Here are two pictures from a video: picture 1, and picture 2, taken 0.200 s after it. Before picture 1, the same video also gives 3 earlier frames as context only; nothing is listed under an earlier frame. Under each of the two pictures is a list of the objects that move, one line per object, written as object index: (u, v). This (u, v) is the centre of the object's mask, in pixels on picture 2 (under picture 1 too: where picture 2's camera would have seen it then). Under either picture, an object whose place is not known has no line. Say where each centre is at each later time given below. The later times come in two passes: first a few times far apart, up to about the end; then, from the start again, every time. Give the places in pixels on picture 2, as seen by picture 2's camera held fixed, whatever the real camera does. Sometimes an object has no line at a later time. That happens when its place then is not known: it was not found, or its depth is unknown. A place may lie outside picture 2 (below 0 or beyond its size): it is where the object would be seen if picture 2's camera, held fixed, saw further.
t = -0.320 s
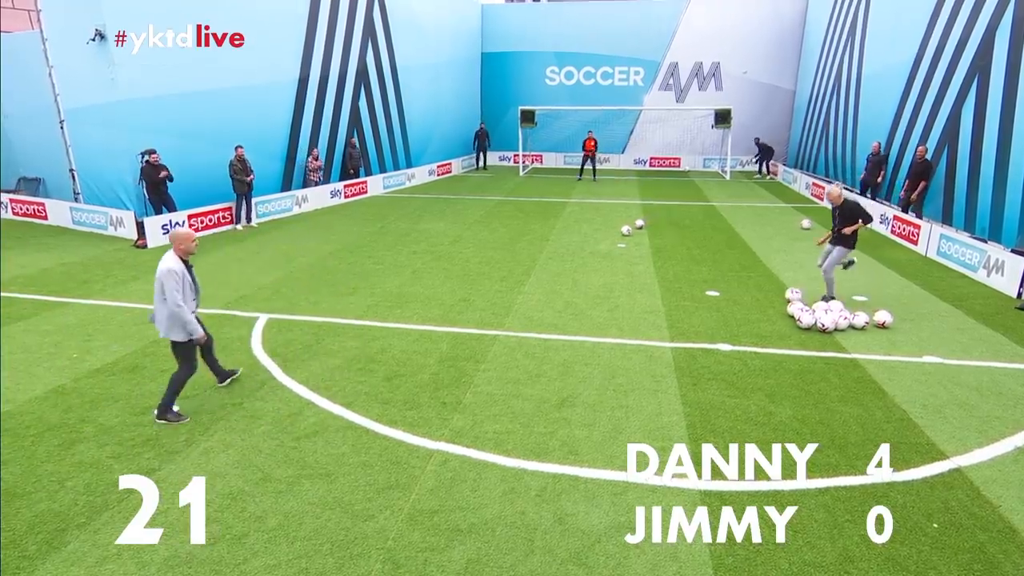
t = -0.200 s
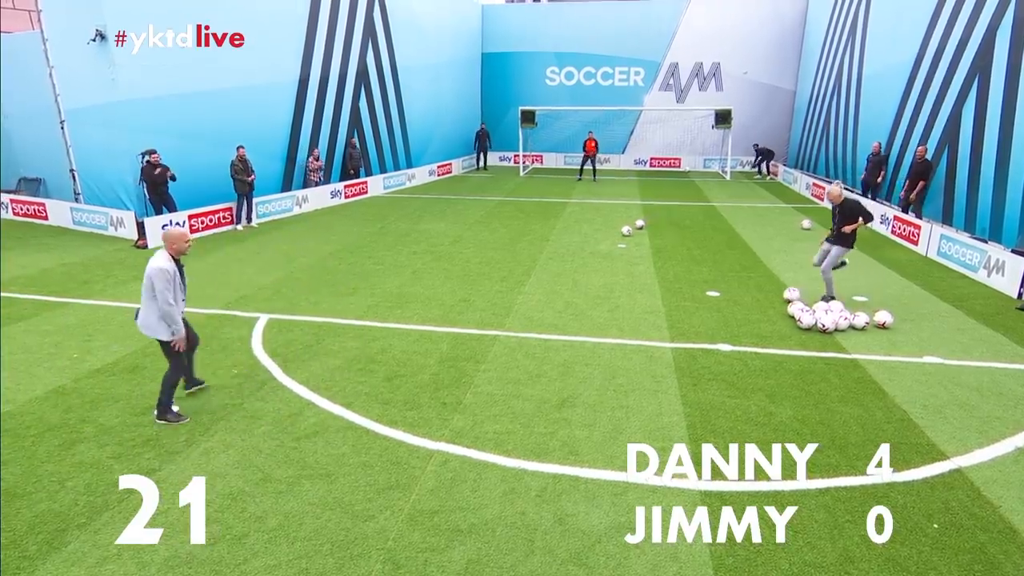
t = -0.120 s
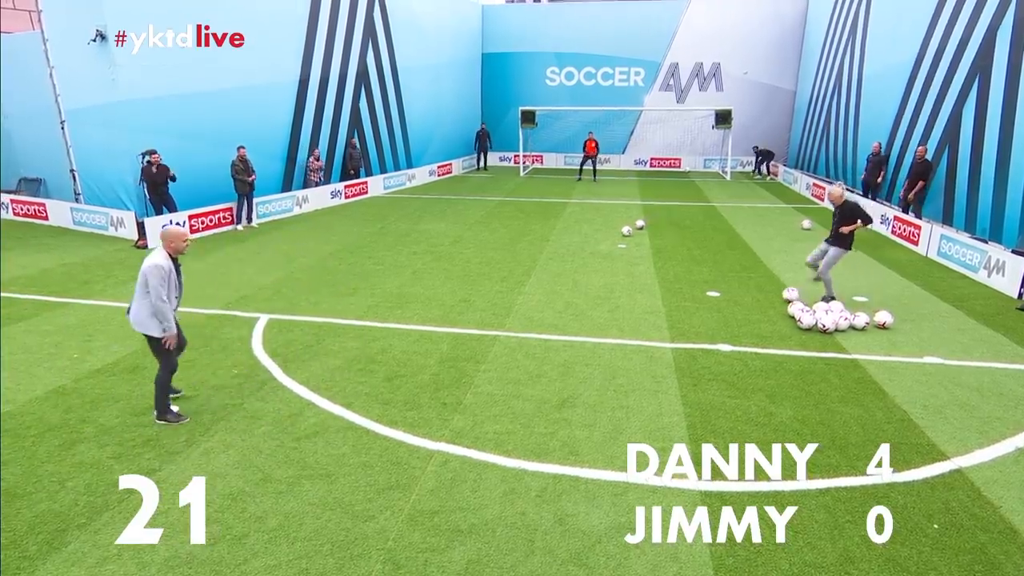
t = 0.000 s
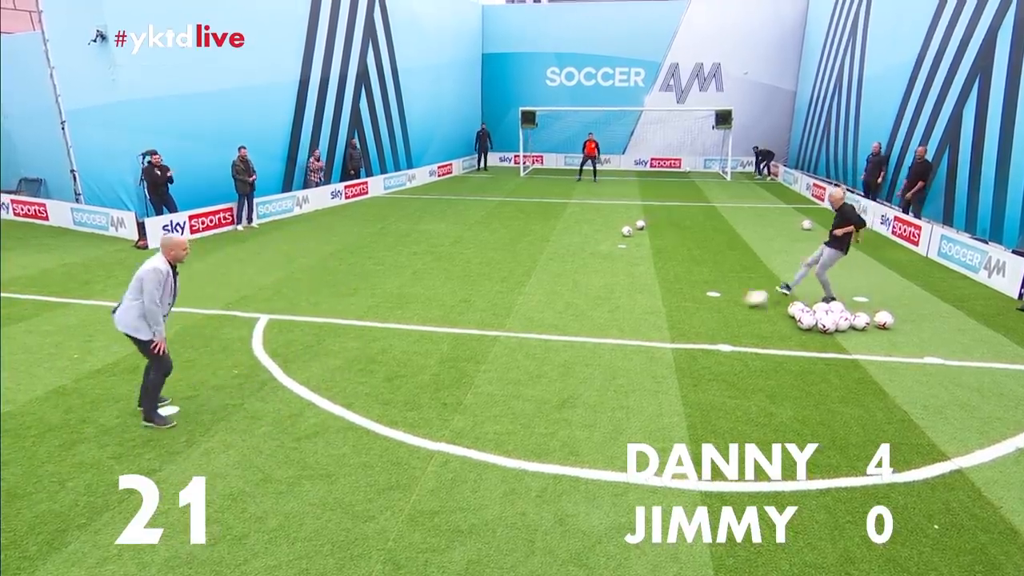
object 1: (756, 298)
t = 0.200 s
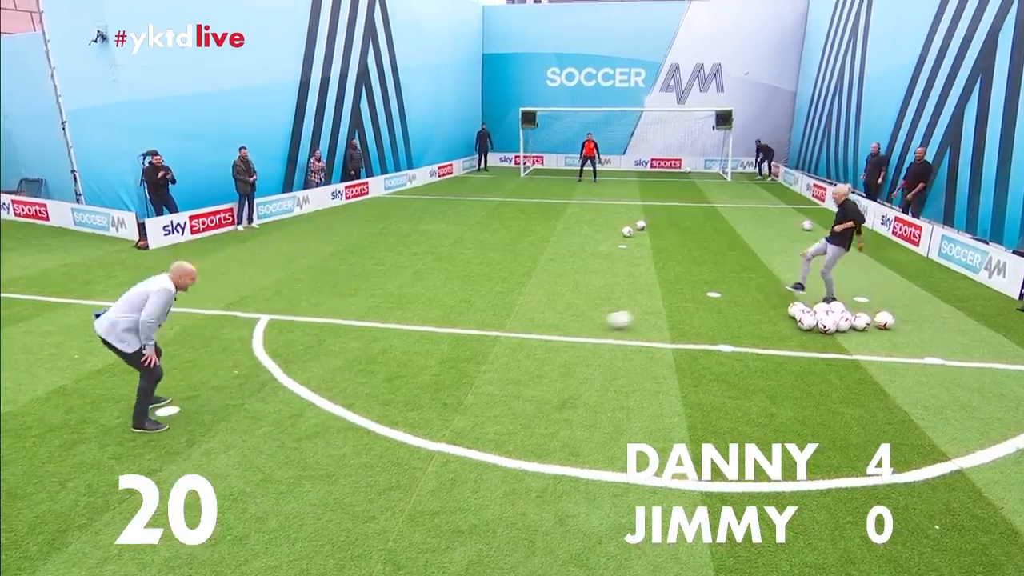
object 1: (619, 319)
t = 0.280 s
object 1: (561, 326)
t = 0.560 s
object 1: (337, 356)
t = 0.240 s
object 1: (591, 323)
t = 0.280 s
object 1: (561, 326)
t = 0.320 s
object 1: (531, 328)
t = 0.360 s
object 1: (499, 336)
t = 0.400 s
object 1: (467, 339)
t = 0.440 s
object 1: (435, 343)
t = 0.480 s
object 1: (403, 348)
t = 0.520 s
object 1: (370, 352)
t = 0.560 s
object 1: (337, 356)
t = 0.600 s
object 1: (304, 360)
